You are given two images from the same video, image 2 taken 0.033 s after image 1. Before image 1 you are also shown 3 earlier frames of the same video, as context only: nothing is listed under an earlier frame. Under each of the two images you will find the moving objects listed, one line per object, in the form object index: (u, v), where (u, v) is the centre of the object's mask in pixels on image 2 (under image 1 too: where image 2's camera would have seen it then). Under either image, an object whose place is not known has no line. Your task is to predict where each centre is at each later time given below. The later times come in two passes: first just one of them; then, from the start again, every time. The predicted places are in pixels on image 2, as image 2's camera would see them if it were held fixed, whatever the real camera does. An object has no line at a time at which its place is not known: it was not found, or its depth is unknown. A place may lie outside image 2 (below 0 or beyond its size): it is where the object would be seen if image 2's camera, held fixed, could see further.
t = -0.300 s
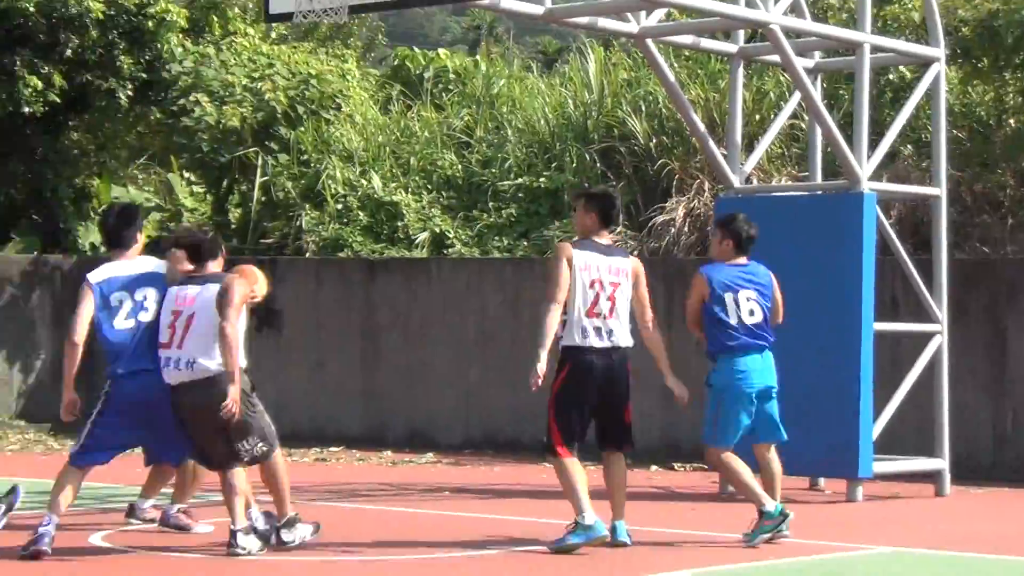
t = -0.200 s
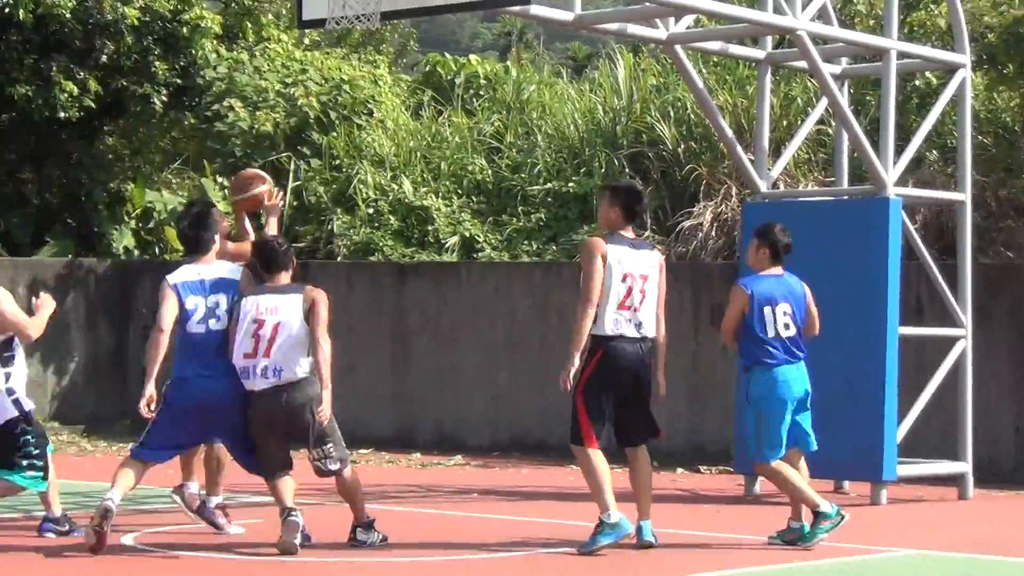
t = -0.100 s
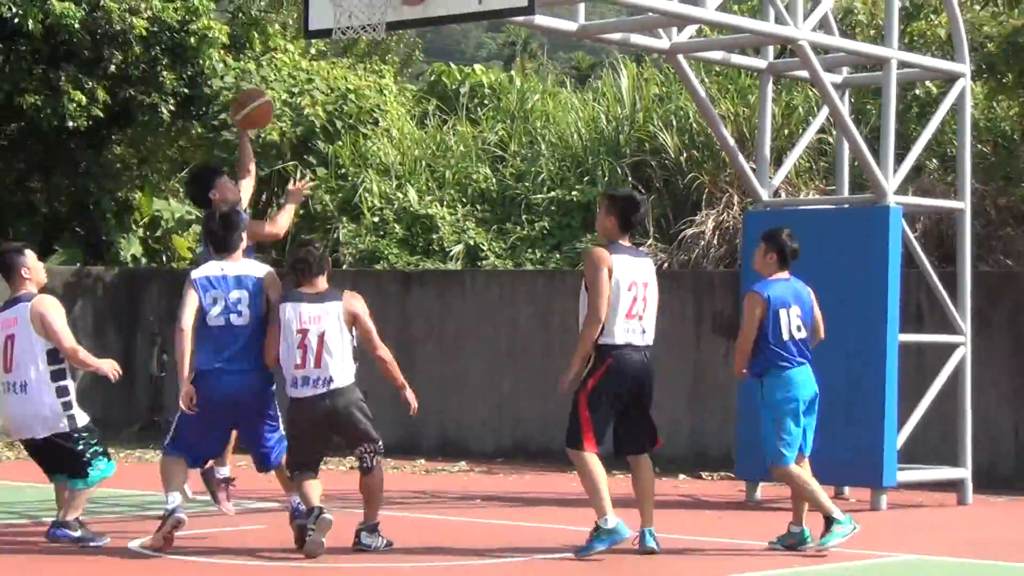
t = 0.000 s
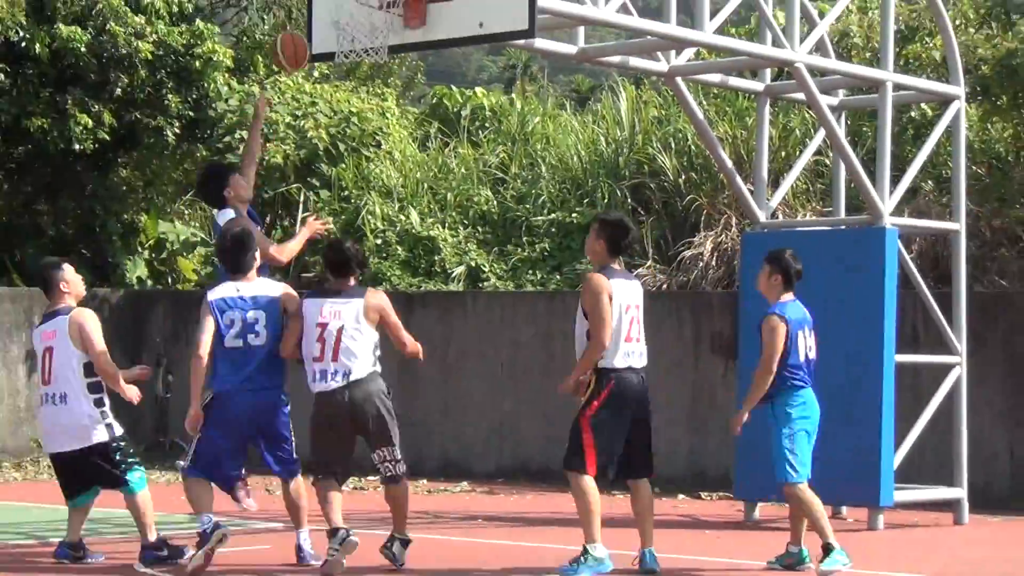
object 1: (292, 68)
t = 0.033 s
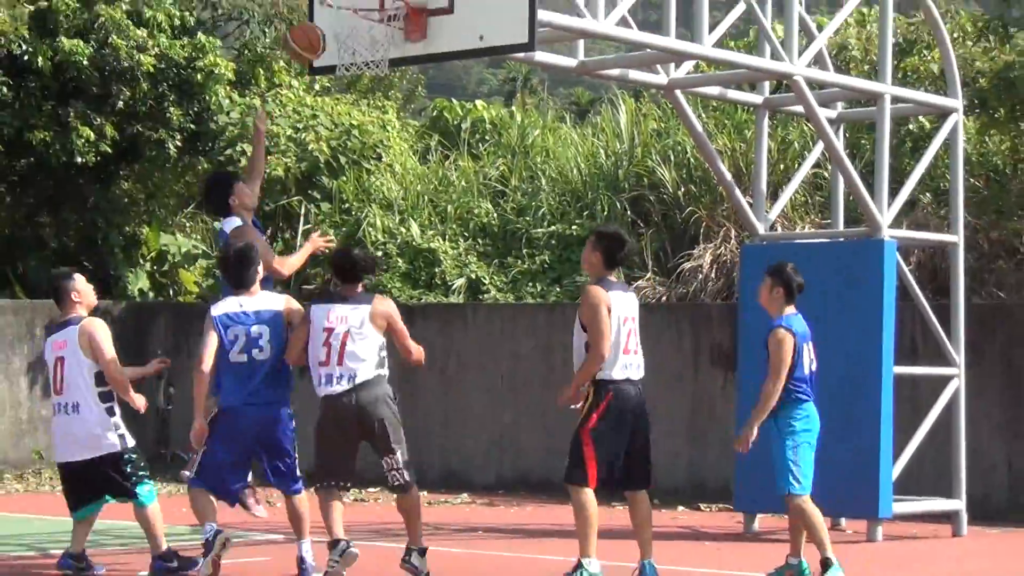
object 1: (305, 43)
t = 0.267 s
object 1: (352, -42)
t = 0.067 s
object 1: (313, 23)
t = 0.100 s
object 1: (330, 2)
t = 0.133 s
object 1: (342, -14)
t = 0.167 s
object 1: (356, -29)
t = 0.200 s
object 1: (356, -38)
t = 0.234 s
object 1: (355, -42)
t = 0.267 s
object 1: (352, -42)
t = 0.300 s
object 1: (351, -42)
